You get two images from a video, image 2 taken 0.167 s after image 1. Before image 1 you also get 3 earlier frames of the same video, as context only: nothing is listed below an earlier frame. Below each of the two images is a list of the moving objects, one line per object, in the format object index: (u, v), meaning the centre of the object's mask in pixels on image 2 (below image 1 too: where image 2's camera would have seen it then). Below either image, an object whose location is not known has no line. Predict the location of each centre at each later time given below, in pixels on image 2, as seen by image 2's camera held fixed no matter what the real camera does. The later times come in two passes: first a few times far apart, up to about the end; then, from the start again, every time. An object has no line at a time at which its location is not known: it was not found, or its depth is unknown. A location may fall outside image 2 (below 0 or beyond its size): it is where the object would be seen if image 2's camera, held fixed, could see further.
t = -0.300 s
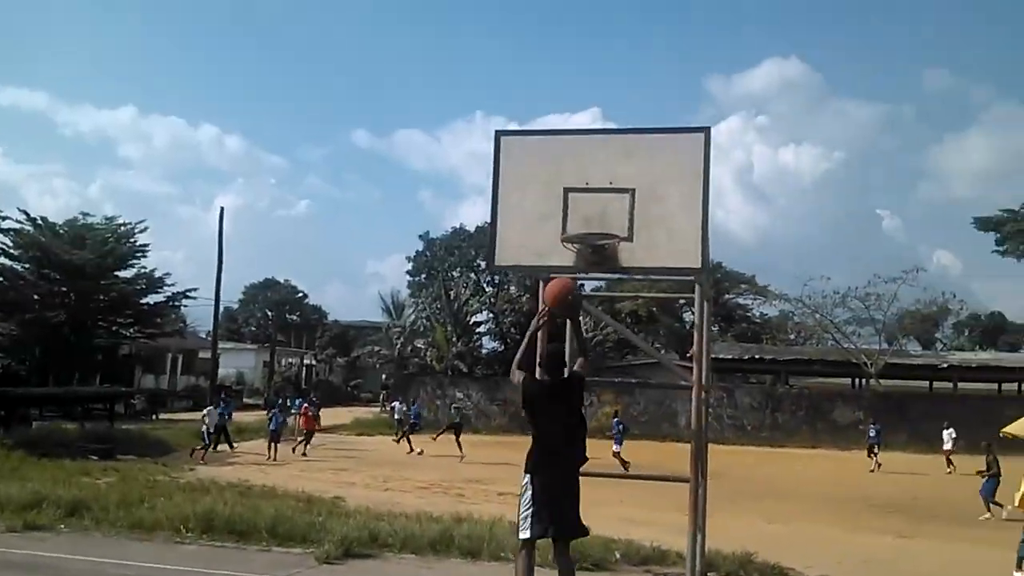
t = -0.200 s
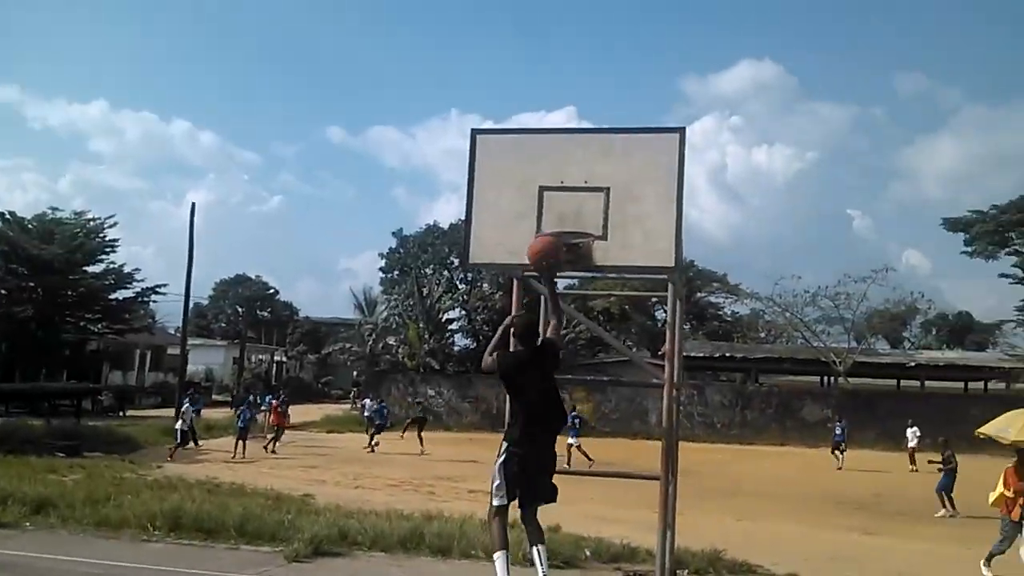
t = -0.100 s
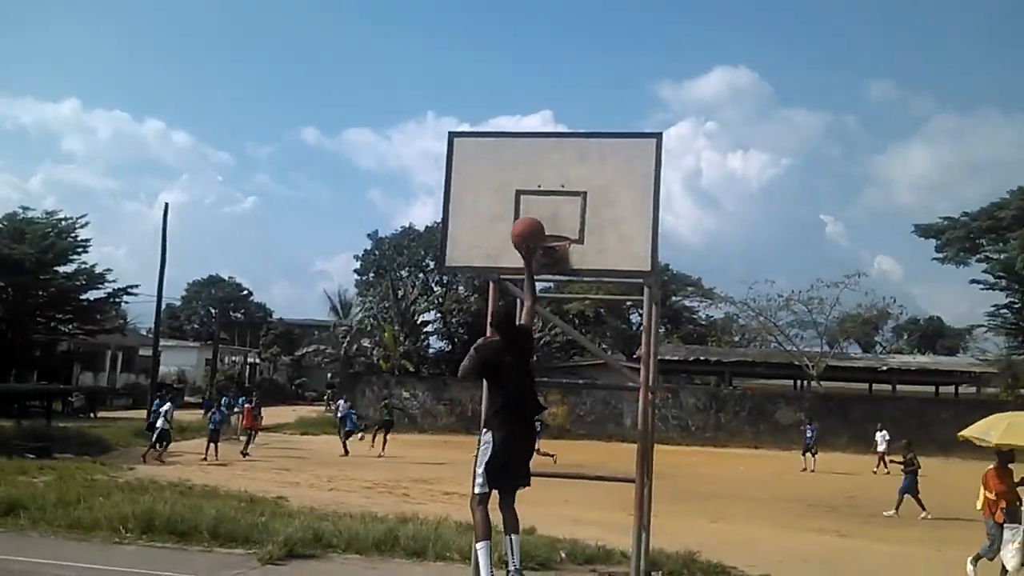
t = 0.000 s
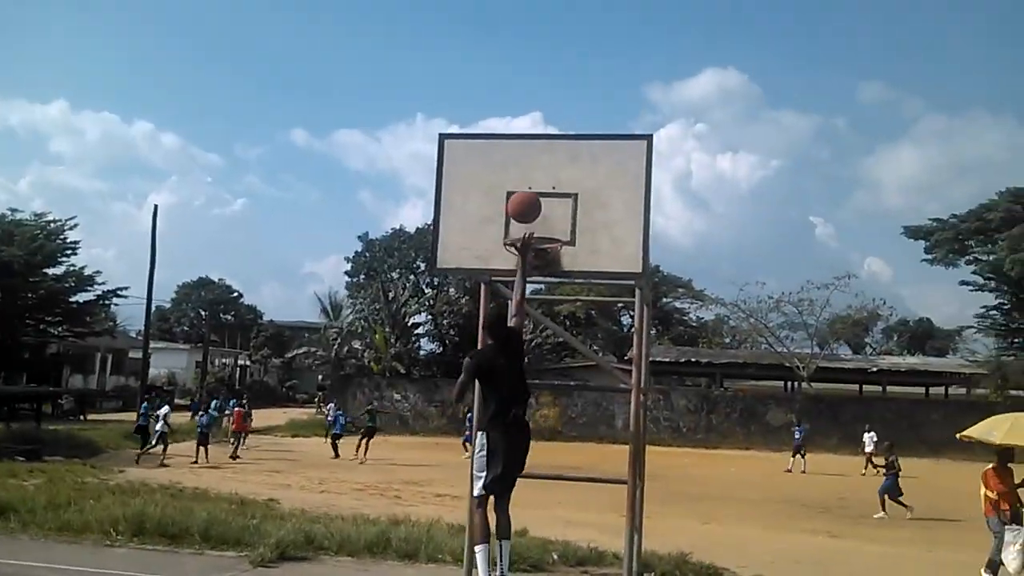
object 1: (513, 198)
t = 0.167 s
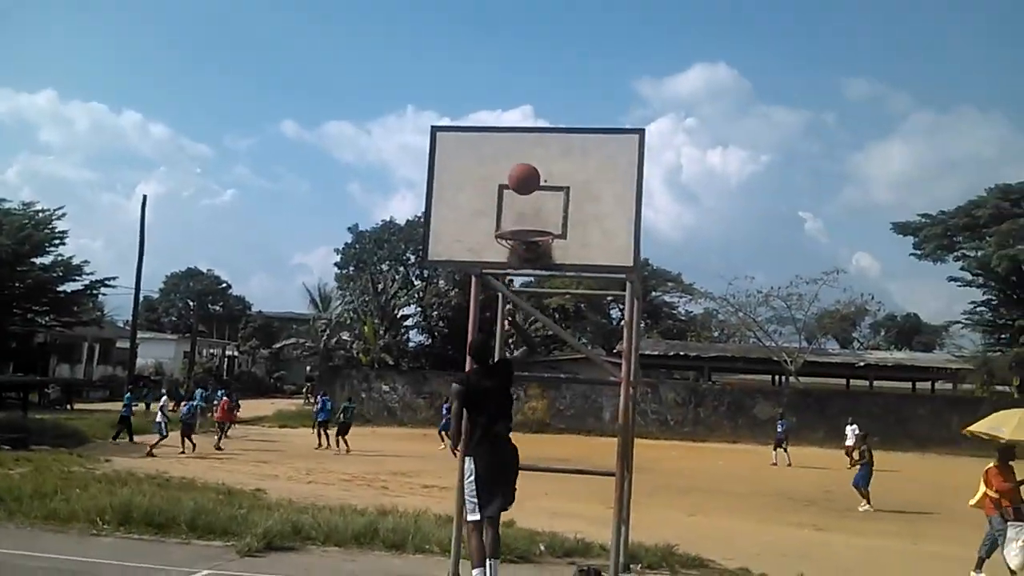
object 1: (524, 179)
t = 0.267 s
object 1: (521, 182)
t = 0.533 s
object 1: (522, 211)
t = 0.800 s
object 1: (479, 210)
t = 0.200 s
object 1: (524, 179)
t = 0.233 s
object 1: (520, 179)
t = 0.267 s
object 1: (521, 182)
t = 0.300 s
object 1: (527, 187)
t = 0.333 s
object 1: (529, 194)
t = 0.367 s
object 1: (530, 200)
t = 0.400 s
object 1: (529, 208)
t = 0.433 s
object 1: (530, 217)
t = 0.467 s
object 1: (532, 222)
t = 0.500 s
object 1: (526, 216)
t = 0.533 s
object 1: (522, 211)
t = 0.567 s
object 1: (518, 204)
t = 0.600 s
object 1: (509, 201)
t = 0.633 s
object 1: (507, 200)
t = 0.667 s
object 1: (502, 200)
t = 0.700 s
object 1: (496, 201)
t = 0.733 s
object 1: (491, 202)
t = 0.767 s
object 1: (486, 204)
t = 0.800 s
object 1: (479, 210)
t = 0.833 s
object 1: (476, 217)
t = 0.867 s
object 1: (471, 224)
